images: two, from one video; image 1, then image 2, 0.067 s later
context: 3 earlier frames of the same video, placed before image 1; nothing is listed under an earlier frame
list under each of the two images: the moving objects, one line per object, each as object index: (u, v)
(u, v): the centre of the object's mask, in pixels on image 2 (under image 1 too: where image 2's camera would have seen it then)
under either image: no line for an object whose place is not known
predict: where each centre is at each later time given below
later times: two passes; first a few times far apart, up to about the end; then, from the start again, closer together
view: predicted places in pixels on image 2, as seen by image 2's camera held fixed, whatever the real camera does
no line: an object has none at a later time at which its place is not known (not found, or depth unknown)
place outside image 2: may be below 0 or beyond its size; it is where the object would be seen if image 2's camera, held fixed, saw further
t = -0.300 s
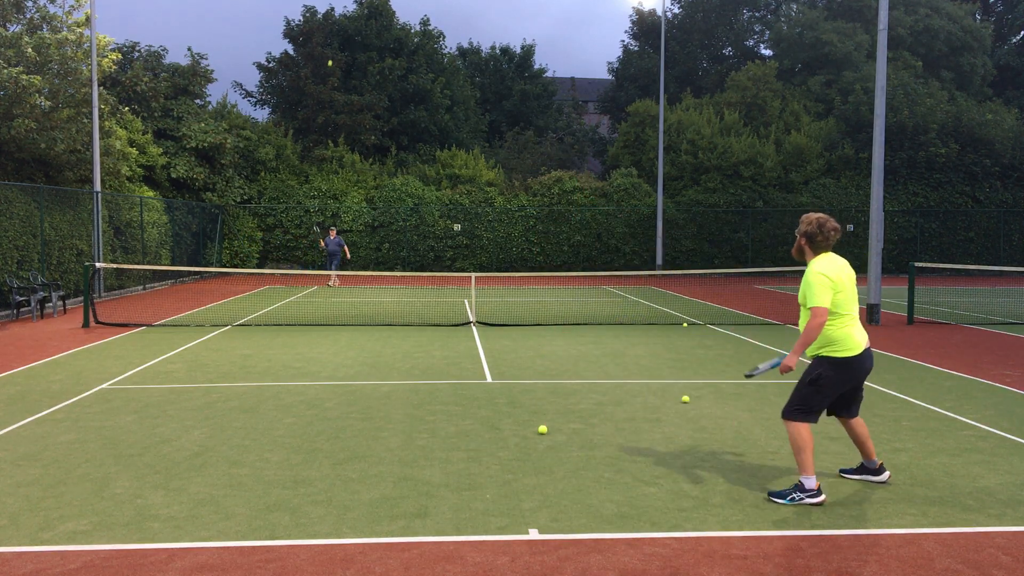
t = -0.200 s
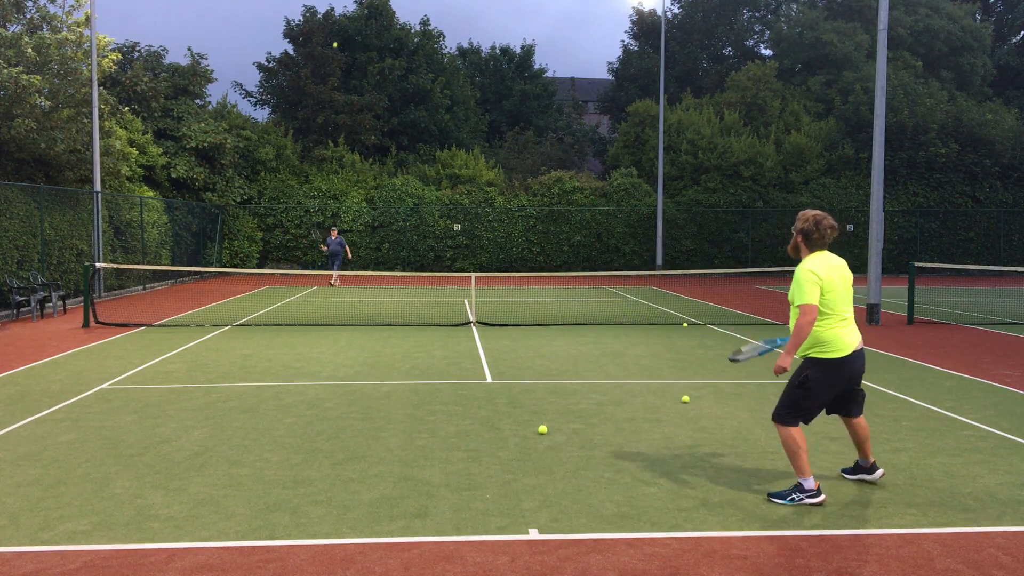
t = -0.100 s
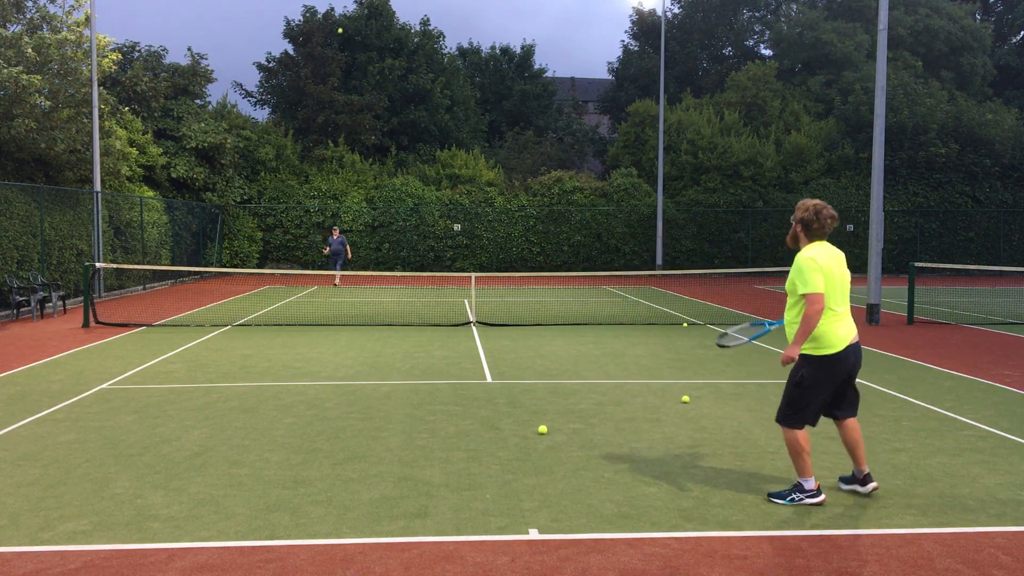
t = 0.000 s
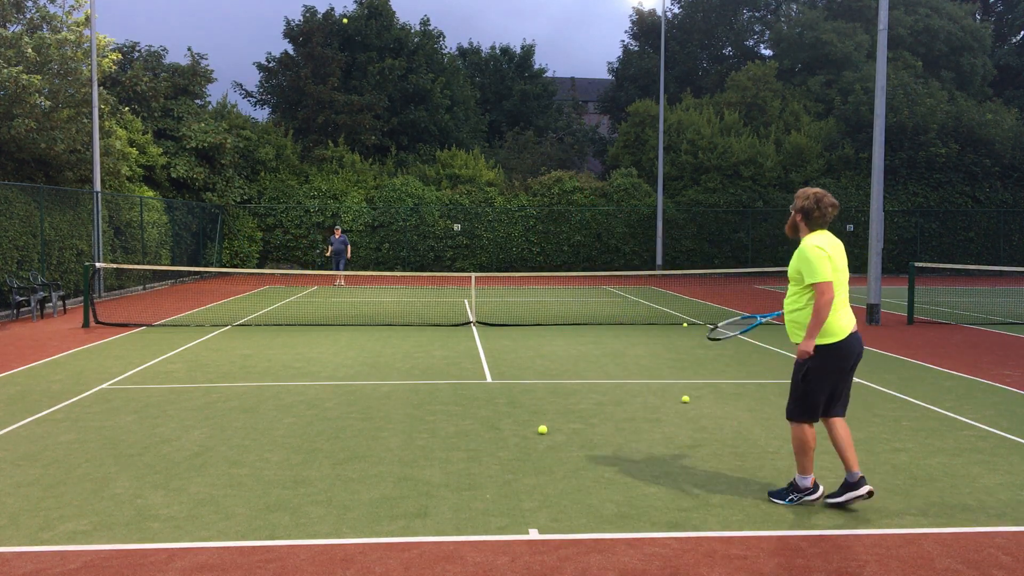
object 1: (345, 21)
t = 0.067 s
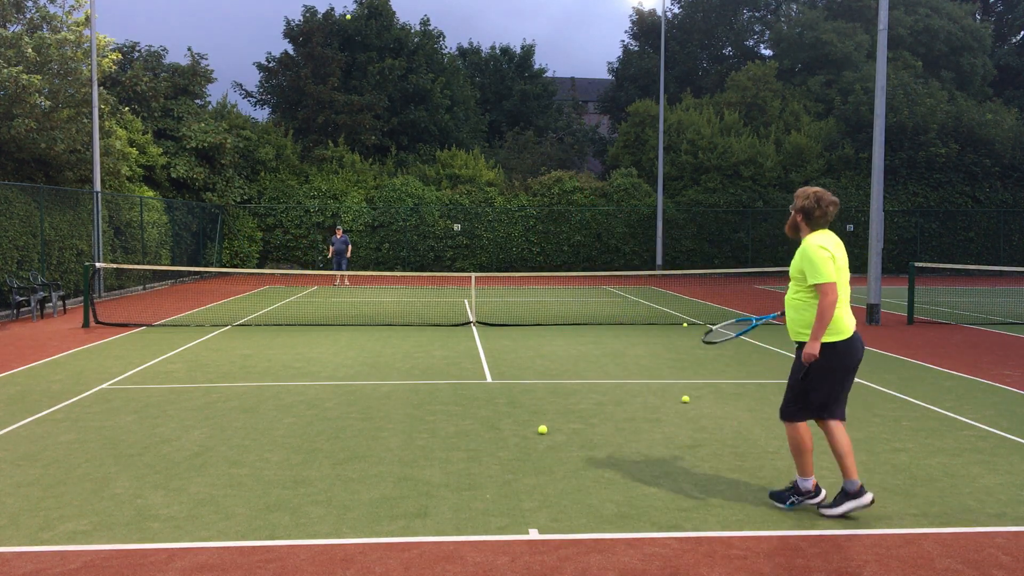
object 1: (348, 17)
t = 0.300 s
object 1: (360, 26)
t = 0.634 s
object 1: (377, 125)
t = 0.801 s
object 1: (386, 231)
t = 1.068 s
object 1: (397, 374)
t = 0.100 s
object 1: (349, 16)
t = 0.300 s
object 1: (360, 26)
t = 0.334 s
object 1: (361, 31)
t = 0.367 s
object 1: (363, 37)
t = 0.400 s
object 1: (365, 43)
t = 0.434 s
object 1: (366, 51)
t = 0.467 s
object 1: (368, 61)
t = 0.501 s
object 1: (370, 71)
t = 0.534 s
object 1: (372, 82)
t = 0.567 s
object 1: (373, 95)
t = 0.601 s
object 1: (375, 109)
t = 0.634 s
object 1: (377, 125)
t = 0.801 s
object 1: (386, 231)
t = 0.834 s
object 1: (388, 258)
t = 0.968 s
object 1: (397, 393)
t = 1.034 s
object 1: (398, 398)
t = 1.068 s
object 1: (397, 374)
